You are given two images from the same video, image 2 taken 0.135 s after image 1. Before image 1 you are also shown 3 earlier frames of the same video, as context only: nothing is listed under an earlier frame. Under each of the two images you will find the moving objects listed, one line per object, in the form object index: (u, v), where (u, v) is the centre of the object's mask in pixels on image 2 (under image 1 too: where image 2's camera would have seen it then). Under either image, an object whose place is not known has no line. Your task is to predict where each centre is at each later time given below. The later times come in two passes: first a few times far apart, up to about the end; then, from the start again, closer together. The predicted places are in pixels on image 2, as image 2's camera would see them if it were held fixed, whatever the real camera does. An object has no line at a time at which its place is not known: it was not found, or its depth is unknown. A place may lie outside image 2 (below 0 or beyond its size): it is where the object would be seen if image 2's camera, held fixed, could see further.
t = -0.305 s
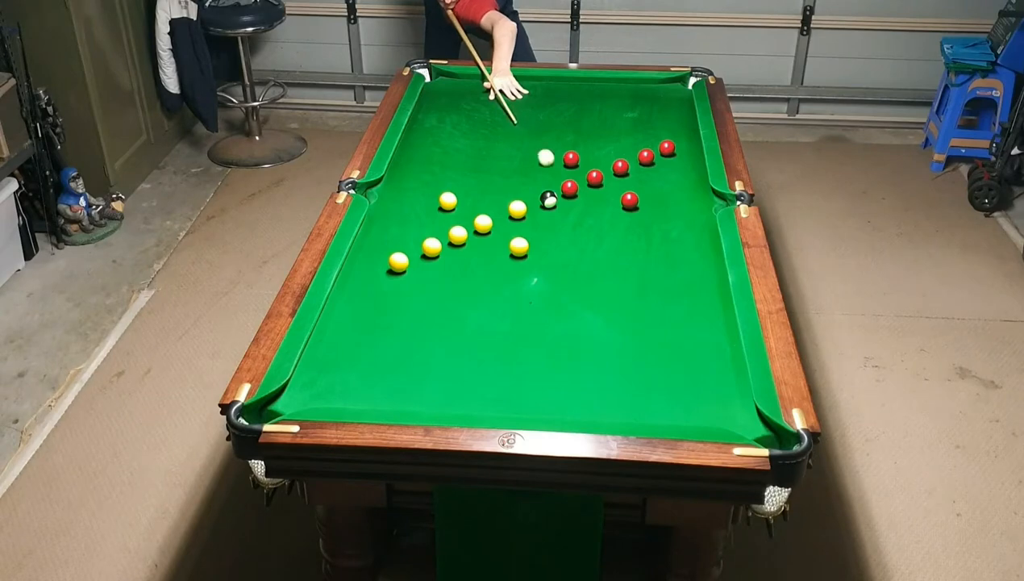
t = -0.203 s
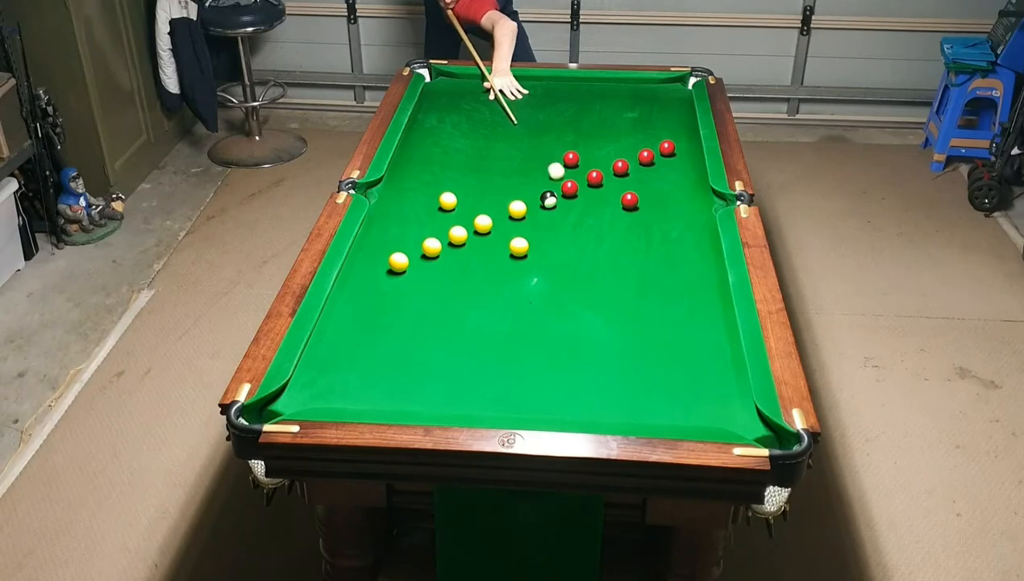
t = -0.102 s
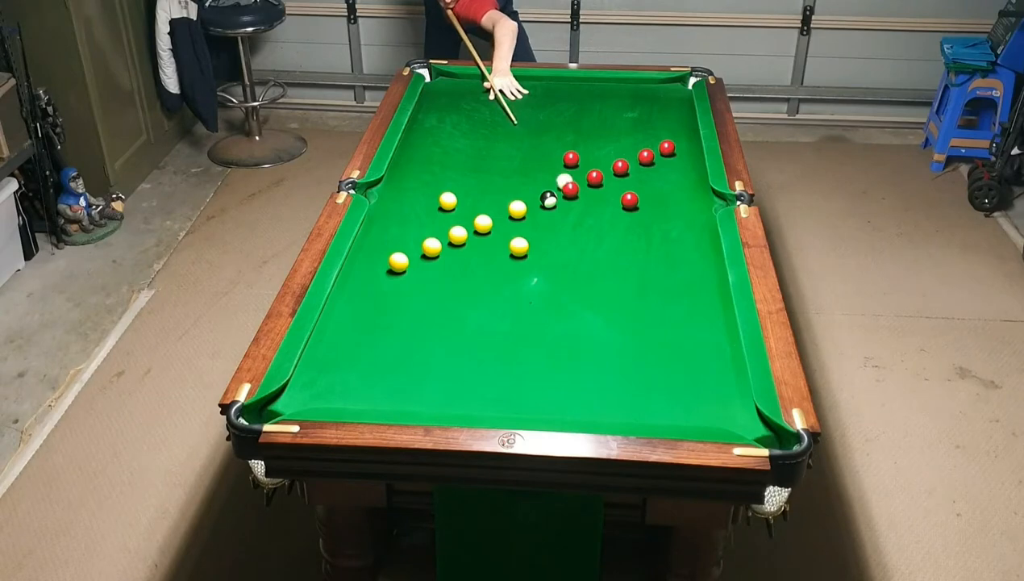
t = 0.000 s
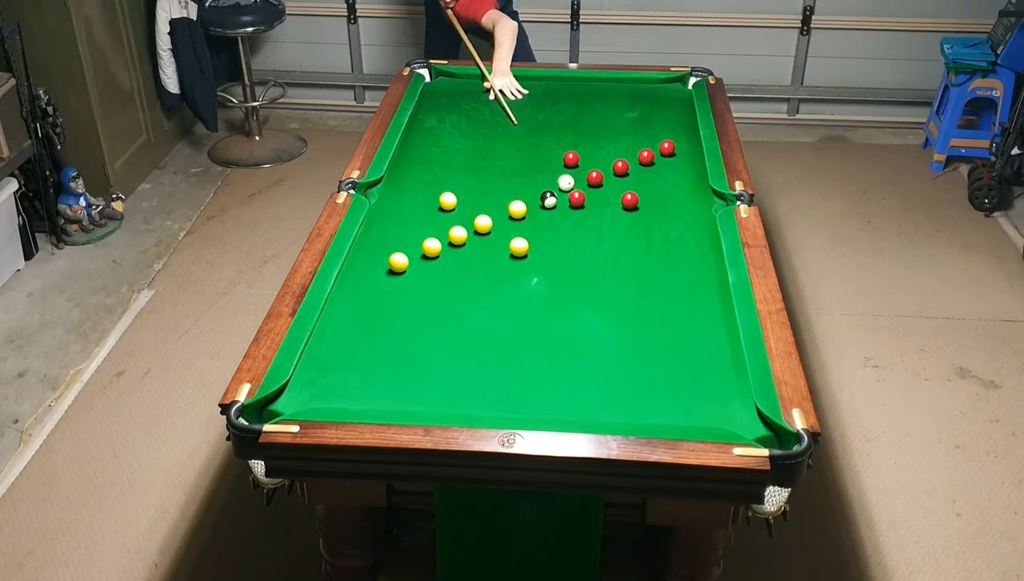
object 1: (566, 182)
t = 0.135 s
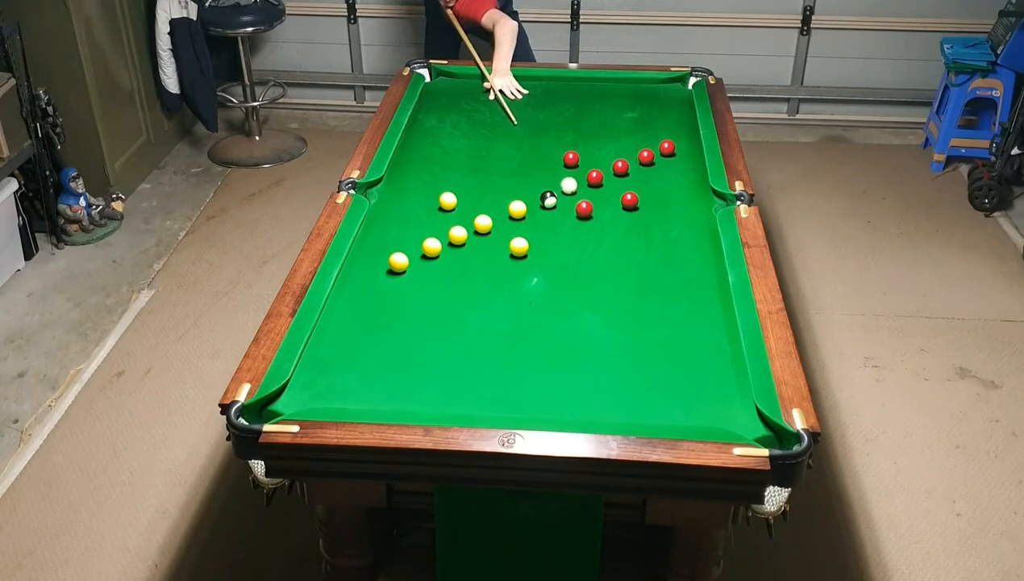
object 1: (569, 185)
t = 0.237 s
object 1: (571, 187)
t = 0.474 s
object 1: (575, 191)
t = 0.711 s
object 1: (580, 195)
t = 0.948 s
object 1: (582, 198)
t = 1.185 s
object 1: (584, 200)
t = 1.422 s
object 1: (584, 201)
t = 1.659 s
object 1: (584, 201)
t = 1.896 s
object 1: (584, 201)
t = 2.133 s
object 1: (584, 201)
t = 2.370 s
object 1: (584, 201)
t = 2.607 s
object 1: (584, 201)
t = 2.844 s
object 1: (584, 201)
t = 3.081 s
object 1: (584, 201)
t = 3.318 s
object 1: (584, 201)
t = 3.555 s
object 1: (584, 201)
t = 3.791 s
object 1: (584, 201)
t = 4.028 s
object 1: (584, 201)
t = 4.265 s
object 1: (584, 201)
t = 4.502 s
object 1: (584, 201)
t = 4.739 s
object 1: (584, 201)
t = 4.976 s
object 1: (584, 201)
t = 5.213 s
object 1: (584, 201)
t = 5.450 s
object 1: (584, 201)
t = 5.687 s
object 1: (584, 201)
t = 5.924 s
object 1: (584, 201)
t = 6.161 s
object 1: (584, 201)
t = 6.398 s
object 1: (584, 201)
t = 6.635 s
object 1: (584, 201)
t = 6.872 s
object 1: (584, 201)
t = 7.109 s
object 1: (584, 201)
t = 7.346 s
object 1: (584, 201)
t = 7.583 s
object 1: (584, 201)
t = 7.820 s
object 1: (584, 201)
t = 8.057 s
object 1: (584, 201)
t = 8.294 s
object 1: (584, 201)
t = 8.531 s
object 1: (584, 201)
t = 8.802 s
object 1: (584, 201)
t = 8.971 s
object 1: (584, 201)
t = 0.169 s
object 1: (569, 186)
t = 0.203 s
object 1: (570, 186)
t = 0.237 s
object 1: (571, 187)
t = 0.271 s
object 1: (572, 188)
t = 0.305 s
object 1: (572, 189)
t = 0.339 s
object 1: (573, 189)
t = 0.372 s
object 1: (574, 189)
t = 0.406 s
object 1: (574, 190)
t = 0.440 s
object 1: (575, 191)
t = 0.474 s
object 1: (575, 191)
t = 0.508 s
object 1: (576, 192)
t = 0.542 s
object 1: (577, 193)
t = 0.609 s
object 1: (578, 194)
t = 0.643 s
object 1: (578, 194)
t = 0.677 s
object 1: (579, 195)
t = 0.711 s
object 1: (580, 195)
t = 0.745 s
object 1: (580, 196)
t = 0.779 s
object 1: (580, 196)
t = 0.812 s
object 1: (581, 197)
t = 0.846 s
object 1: (581, 197)
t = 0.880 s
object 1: (582, 197)
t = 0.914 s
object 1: (582, 198)
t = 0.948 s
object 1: (582, 198)
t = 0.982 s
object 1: (582, 198)
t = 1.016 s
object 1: (583, 199)
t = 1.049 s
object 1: (583, 199)
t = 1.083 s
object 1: (583, 199)
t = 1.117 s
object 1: (583, 199)
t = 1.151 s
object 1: (583, 200)
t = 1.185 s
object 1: (584, 200)
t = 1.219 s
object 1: (583, 200)
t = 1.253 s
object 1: (584, 200)
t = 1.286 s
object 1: (584, 200)
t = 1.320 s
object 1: (584, 200)
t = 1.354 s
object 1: (584, 201)
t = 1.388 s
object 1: (584, 201)
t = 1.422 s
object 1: (584, 201)
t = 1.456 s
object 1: (584, 201)
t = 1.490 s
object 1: (584, 201)
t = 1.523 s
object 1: (584, 201)
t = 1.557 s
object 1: (584, 201)
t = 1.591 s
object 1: (584, 201)
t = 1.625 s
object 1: (584, 201)
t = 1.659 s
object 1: (584, 201)
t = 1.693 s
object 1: (584, 201)
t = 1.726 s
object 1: (584, 201)
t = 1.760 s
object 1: (584, 201)
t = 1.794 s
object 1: (584, 201)
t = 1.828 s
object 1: (584, 201)
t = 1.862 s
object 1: (584, 201)
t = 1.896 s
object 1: (584, 201)
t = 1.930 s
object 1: (584, 201)
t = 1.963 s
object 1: (584, 201)
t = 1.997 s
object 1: (584, 201)
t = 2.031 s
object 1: (584, 201)
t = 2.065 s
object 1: (584, 201)
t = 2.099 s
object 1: (584, 201)
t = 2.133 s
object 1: (584, 201)
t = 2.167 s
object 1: (584, 201)
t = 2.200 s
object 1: (584, 201)
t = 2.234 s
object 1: (584, 201)
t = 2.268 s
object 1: (584, 201)
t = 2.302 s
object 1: (584, 201)
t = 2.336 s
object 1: (584, 201)
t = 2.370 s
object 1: (584, 201)
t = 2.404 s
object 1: (584, 201)
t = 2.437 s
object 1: (584, 201)
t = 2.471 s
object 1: (584, 201)
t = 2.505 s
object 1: (584, 201)
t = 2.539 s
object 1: (584, 201)
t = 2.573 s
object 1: (584, 201)
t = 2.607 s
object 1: (584, 201)
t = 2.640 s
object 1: (584, 201)
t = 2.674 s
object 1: (584, 201)
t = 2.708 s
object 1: (584, 201)
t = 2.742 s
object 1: (584, 201)
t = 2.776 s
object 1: (584, 201)
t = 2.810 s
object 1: (584, 201)
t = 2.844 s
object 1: (584, 201)
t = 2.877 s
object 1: (584, 201)
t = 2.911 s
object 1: (584, 201)
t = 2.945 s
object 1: (584, 201)
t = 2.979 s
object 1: (584, 201)
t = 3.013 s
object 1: (584, 201)
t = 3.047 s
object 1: (584, 201)
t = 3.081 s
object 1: (584, 201)
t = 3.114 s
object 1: (584, 201)
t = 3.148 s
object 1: (584, 201)
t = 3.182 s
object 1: (584, 201)
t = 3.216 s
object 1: (584, 201)
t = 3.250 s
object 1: (584, 201)
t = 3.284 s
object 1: (584, 201)
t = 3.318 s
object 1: (584, 201)
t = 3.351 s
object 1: (584, 201)
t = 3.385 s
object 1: (584, 201)
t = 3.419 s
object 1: (584, 201)
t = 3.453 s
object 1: (584, 201)
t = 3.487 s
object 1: (584, 201)
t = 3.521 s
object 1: (584, 201)
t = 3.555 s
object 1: (584, 201)
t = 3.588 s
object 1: (584, 201)
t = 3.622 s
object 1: (584, 201)
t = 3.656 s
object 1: (584, 201)
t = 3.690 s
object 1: (584, 201)
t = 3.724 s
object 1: (584, 201)
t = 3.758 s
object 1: (584, 201)
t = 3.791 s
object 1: (584, 201)
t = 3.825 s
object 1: (584, 201)
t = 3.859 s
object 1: (584, 201)
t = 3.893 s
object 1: (584, 201)
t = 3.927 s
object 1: (584, 201)
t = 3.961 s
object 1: (584, 201)
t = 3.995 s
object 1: (584, 201)
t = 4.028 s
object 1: (584, 201)
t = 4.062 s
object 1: (584, 201)
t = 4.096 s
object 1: (584, 201)
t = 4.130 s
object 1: (584, 201)
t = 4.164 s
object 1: (584, 201)
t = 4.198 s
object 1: (584, 201)
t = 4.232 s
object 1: (584, 201)
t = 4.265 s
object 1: (584, 201)
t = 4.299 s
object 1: (584, 201)
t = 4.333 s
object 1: (584, 201)
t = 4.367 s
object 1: (584, 201)
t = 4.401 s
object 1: (584, 201)
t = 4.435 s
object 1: (584, 201)
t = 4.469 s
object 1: (584, 201)
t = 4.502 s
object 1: (584, 201)
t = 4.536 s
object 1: (584, 201)
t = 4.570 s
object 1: (584, 201)
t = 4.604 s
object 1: (584, 201)
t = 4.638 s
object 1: (584, 201)
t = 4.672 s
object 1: (584, 201)
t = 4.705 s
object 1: (584, 201)
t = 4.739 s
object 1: (584, 201)
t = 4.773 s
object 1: (584, 201)
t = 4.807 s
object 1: (584, 201)
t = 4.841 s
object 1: (584, 201)
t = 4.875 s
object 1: (584, 201)
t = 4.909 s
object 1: (584, 201)
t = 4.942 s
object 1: (584, 201)
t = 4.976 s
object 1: (584, 201)
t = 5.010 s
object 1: (584, 201)
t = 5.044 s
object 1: (584, 201)
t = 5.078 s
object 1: (584, 201)
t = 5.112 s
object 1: (584, 201)
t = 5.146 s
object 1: (584, 201)
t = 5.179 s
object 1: (584, 201)
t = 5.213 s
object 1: (584, 201)
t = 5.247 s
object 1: (584, 201)
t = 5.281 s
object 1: (584, 201)
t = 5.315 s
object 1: (584, 201)
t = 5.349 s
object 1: (584, 201)
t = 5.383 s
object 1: (584, 201)
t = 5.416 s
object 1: (584, 201)
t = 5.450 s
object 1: (584, 201)
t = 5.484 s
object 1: (584, 201)
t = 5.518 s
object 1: (584, 201)
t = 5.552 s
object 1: (584, 201)
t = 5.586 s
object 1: (584, 201)
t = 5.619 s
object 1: (584, 201)
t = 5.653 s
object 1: (584, 201)
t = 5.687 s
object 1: (584, 201)
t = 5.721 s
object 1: (584, 201)
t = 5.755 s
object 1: (584, 201)
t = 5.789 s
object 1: (584, 201)
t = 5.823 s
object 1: (584, 201)
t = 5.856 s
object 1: (584, 201)
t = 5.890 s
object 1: (584, 201)
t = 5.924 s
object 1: (584, 201)
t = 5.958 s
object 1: (584, 201)
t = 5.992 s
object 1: (584, 201)
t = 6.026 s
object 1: (584, 201)
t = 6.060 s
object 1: (584, 201)
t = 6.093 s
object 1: (584, 201)
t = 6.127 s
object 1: (584, 201)
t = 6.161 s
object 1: (584, 201)
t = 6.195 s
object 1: (584, 201)
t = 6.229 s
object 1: (584, 201)
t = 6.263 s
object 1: (584, 201)
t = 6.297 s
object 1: (584, 201)
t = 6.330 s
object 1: (584, 201)
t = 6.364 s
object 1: (584, 201)
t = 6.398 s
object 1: (584, 201)
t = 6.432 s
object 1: (584, 201)
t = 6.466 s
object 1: (584, 201)
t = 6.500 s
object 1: (584, 201)
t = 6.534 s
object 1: (584, 201)
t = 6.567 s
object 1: (584, 201)
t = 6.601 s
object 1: (584, 201)
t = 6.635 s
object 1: (584, 201)
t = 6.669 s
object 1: (584, 201)
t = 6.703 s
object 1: (584, 201)
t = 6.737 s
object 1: (584, 201)
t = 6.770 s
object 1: (584, 201)
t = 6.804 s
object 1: (584, 201)
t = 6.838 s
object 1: (584, 201)
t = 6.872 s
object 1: (584, 201)
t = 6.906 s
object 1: (584, 201)
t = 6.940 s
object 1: (584, 201)
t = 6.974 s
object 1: (584, 201)
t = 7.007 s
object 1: (584, 201)
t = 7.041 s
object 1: (584, 201)
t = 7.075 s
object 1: (584, 201)
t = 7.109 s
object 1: (584, 201)
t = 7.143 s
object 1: (584, 200)
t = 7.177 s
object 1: (584, 201)
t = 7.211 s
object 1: (584, 201)
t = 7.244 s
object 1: (584, 201)
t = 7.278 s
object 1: (584, 201)
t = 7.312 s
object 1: (584, 201)
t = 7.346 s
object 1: (584, 201)
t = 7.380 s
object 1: (584, 201)
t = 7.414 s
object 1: (584, 201)
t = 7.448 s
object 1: (584, 201)
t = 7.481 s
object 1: (584, 201)
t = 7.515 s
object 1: (584, 201)
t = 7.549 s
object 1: (584, 201)
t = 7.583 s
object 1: (584, 201)
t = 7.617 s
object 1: (584, 201)
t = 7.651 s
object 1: (584, 201)
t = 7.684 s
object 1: (584, 201)
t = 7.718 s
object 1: (584, 201)
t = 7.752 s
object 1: (584, 201)
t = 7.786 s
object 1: (584, 201)
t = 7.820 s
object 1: (584, 201)
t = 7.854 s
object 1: (584, 201)
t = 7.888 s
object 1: (584, 201)
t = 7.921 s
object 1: (584, 201)
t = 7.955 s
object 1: (584, 201)
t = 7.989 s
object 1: (584, 201)
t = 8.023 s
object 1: (584, 201)
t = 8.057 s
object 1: (584, 201)
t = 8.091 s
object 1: (584, 201)
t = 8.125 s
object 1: (584, 201)
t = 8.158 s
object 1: (584, 201)
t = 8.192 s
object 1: (584, 201)
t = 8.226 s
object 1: (584, 201)
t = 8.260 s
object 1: (584, 201)
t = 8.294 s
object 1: (584, 201)
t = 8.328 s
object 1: (584, 201)
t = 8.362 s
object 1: (584, 201)
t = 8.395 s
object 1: (584, 201)
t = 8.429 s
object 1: (584, 201)
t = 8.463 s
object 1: (584, 201)
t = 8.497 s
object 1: (584, 201)
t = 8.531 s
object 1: (584, 201)
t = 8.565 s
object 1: (584, 201)
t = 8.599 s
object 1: (584, 201)
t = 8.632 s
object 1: (584, 201)
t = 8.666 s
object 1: (584, 201)
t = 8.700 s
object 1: (584, 201)
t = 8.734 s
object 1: (584, 201)
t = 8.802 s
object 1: (584, 201)
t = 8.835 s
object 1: (584, 201)
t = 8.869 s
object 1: (584, 201)
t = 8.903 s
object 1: (584, 201)
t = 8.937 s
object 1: (584, 201)
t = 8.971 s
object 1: (584, 201)
